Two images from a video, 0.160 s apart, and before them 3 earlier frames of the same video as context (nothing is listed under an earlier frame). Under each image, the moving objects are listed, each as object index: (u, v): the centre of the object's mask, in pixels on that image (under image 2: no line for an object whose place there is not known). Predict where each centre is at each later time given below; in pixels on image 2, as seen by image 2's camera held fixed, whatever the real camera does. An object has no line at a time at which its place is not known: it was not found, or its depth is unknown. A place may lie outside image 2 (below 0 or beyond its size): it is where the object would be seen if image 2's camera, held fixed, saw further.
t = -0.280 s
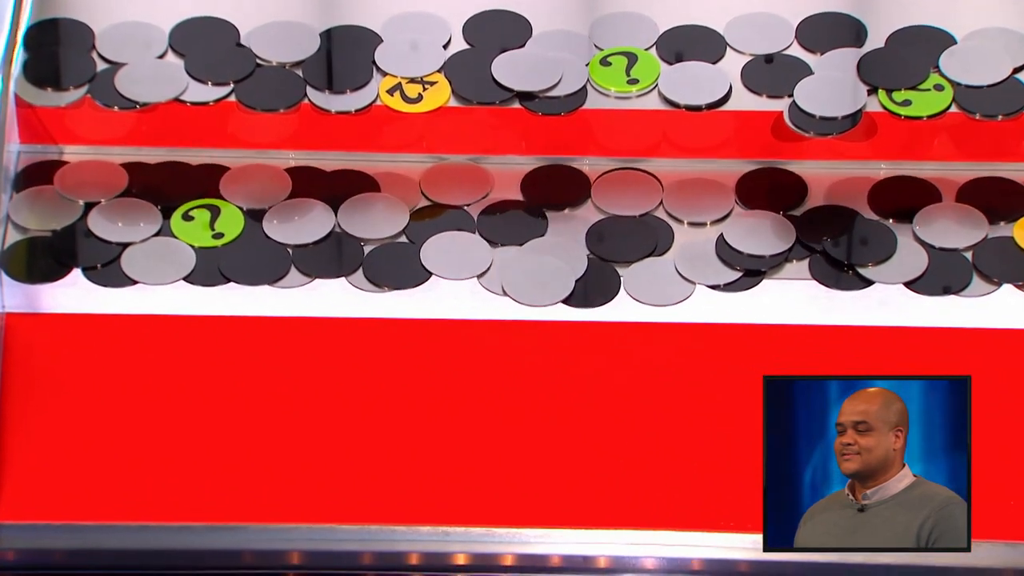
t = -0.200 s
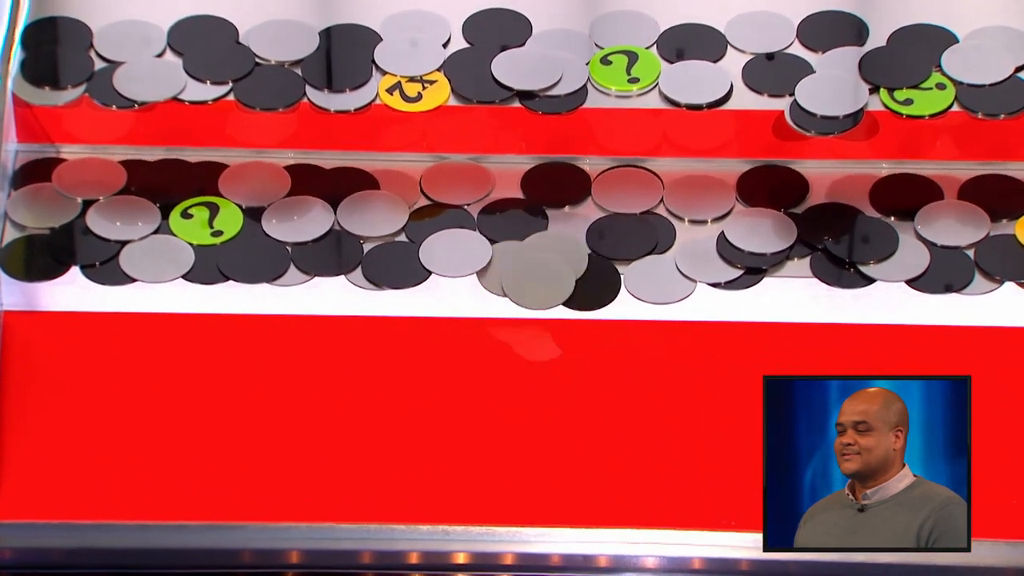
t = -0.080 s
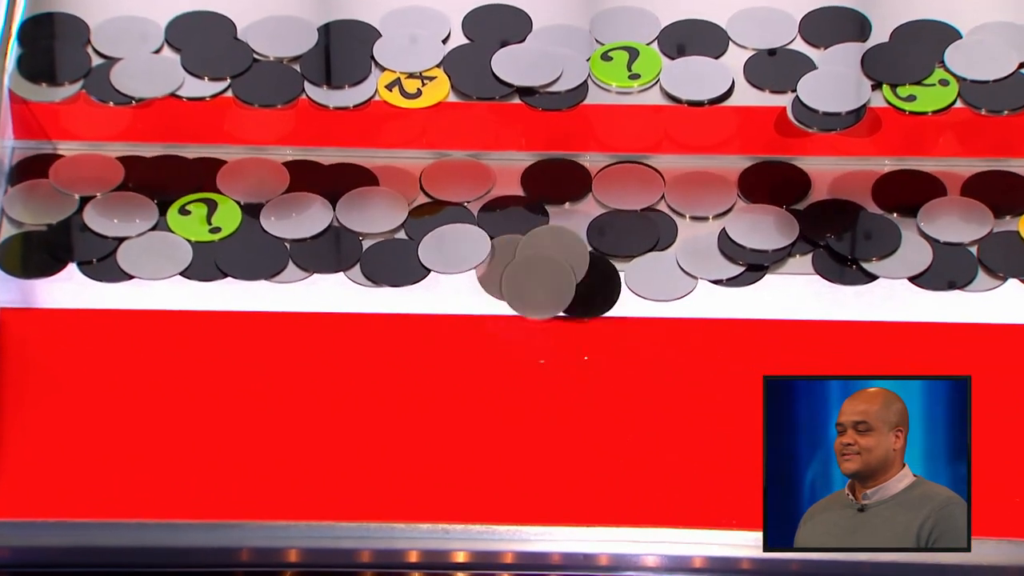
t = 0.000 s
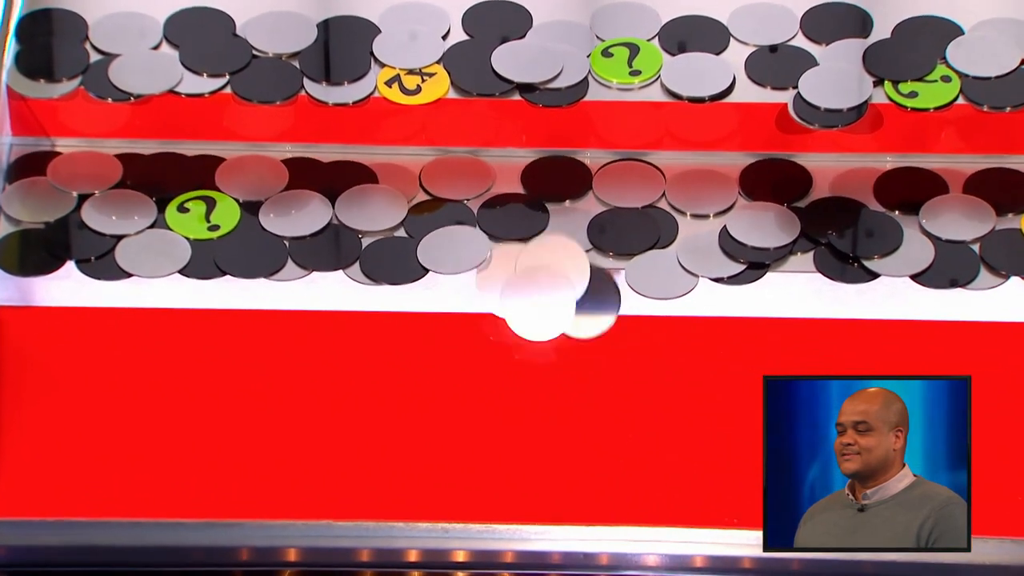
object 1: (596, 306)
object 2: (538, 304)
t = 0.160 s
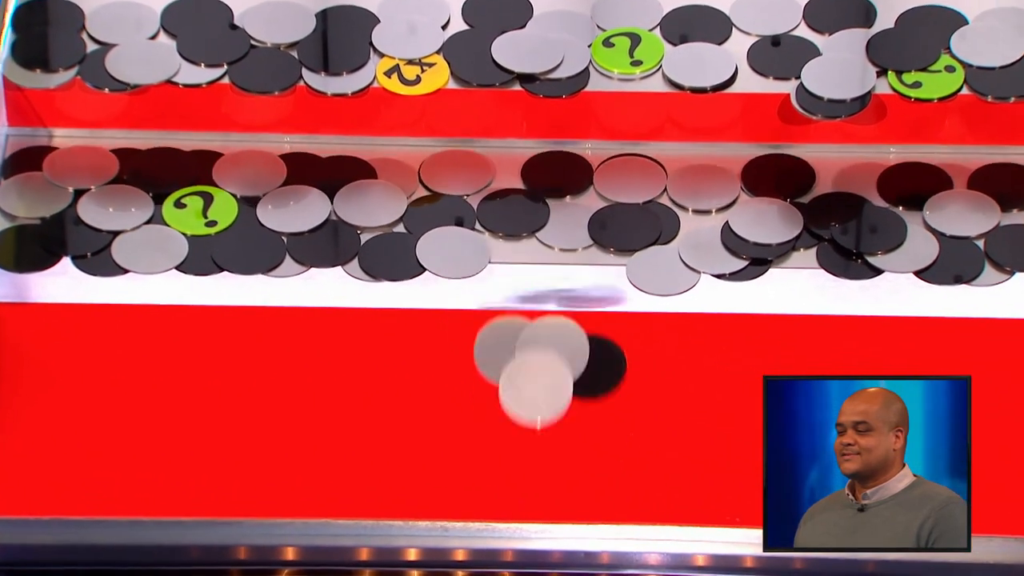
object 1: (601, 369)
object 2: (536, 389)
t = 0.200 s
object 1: (602, 390)
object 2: (530, 425)
